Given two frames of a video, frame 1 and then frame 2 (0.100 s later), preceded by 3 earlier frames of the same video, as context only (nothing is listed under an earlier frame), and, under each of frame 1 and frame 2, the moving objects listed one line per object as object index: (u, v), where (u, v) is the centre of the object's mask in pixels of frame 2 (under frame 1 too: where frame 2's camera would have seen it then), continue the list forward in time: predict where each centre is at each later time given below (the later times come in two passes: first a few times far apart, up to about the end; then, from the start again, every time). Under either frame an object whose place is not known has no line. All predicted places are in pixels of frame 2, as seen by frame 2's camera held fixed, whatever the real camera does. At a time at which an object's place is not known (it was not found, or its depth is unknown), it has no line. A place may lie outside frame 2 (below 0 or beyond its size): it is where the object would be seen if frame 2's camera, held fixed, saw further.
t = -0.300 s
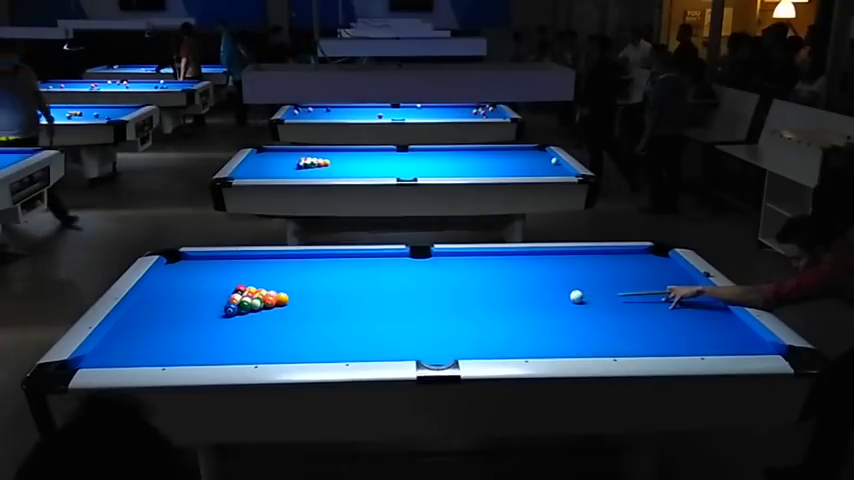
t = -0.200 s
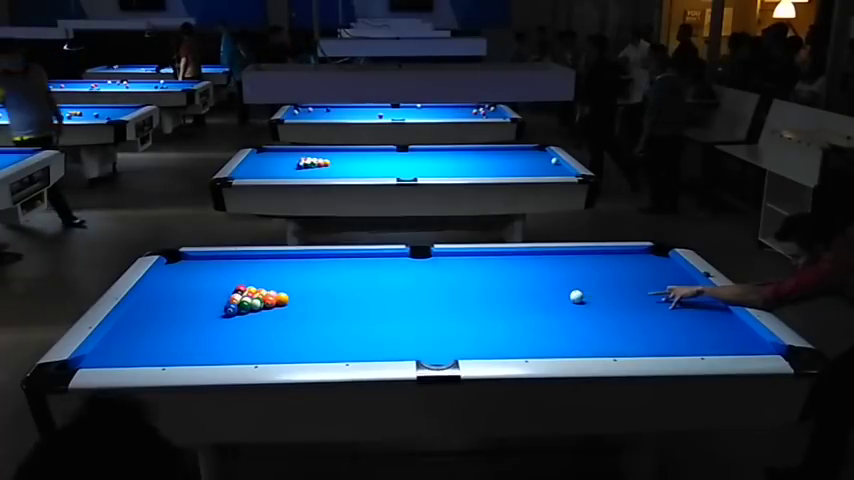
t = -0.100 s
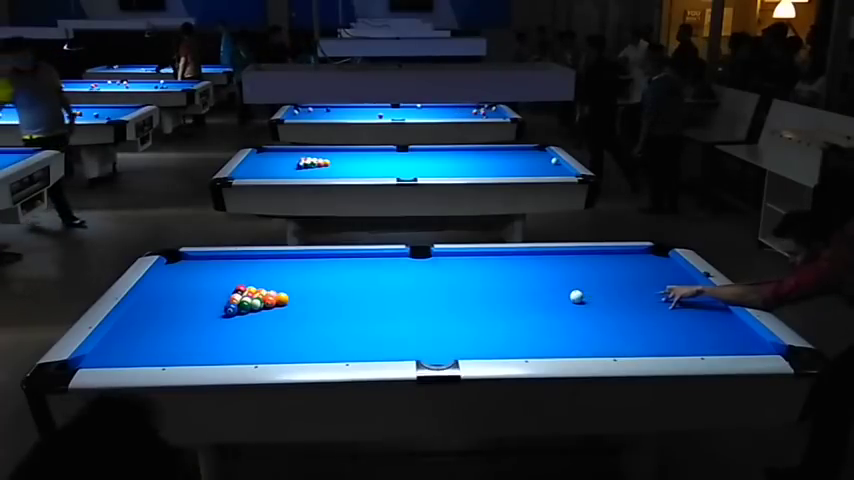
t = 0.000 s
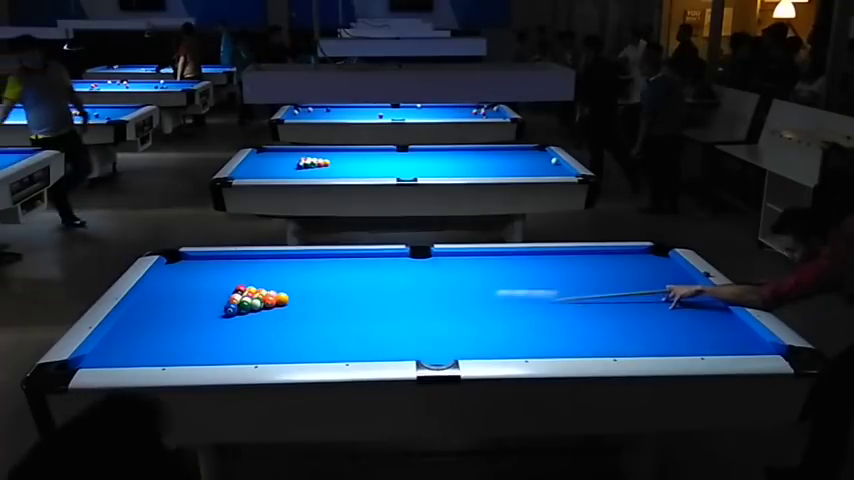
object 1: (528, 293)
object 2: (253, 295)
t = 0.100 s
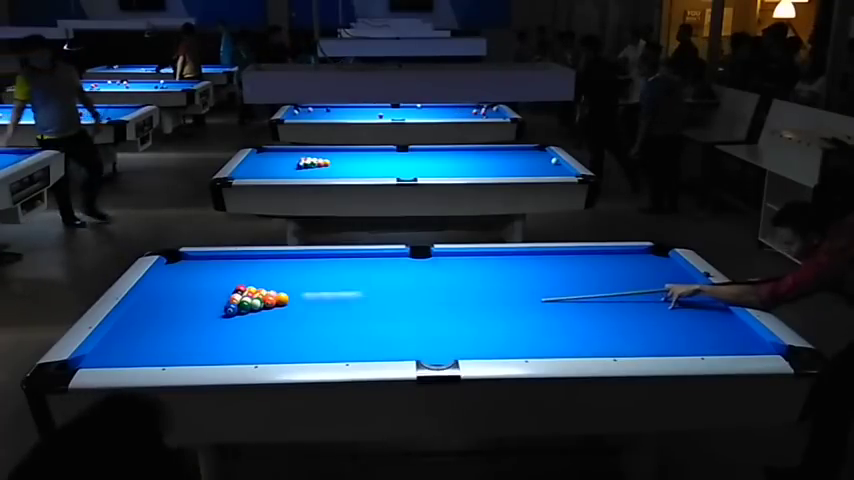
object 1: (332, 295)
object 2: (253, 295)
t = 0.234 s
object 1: (325, 303)
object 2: (247, 295)
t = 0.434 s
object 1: (366, 310)
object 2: (242, 296)
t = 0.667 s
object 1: (393, 318)
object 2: (239, 295)
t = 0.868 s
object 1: (416, 325)
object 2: (240, 297)
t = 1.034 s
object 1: (435, 331)
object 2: (250, 298)
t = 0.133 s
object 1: (298, 298)
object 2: (254, 295)
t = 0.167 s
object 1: (308, 299)
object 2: (254, 295)
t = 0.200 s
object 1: (317, 301)
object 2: (247, 295)
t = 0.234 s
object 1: (325, 303)
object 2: (247, 295)
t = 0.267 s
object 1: (333, 304)
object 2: (246, 295)
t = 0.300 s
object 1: (341, 305)
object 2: (246, 295)
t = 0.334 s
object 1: (348, 307)
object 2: (245, 295)
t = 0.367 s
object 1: (355, 308)
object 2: (244, 295)
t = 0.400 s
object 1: (361, 309)
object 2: (243, 296)
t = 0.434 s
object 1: (366, 310)
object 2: (242, 296)
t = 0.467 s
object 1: (370, 311)
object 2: (242, 295)
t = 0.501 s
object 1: (374, 313)
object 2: (241, 295)
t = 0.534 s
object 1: (378, 314)
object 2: (240, 296)
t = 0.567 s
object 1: (382, 315)
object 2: (240, 296)
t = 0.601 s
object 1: (386, 316)
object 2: (239, 295)
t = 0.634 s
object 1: (389, 317)
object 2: (239, 295)
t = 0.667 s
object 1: (393, 318)
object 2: (239, 295)
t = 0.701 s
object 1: (397, 319)
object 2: (238, 295)
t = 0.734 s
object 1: (400, 320)
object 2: (238, 295)
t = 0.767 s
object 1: (404, 322)
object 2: (238, 295)
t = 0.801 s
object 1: (408, 323)
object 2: (239, 296)
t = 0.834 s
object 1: (412, 324)
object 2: (239, 297)
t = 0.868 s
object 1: (416, 325)
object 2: (240, 297)
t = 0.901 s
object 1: (420, 326)
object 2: (241, 297)
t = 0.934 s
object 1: (423, 327)
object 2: (243, 298)
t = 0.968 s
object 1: (428, 328)
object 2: (246, 298)
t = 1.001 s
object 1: (431, 329)
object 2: (248, 298)
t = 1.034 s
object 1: (435, 331)
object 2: (250, 298)
